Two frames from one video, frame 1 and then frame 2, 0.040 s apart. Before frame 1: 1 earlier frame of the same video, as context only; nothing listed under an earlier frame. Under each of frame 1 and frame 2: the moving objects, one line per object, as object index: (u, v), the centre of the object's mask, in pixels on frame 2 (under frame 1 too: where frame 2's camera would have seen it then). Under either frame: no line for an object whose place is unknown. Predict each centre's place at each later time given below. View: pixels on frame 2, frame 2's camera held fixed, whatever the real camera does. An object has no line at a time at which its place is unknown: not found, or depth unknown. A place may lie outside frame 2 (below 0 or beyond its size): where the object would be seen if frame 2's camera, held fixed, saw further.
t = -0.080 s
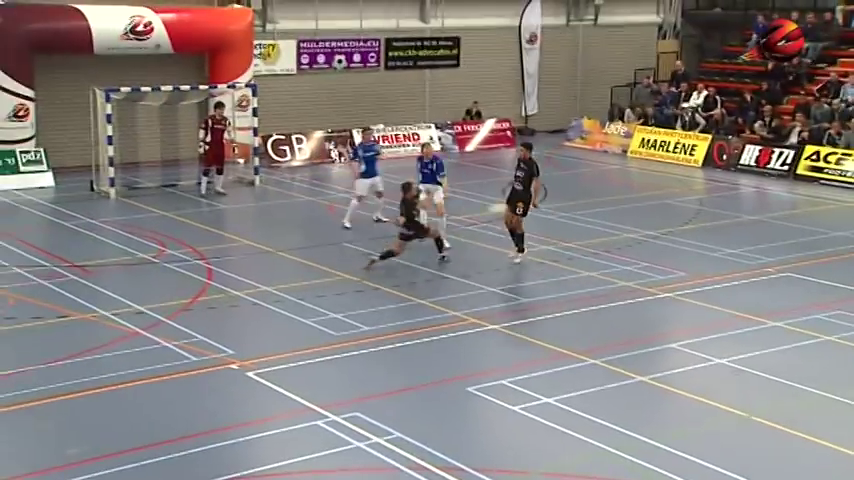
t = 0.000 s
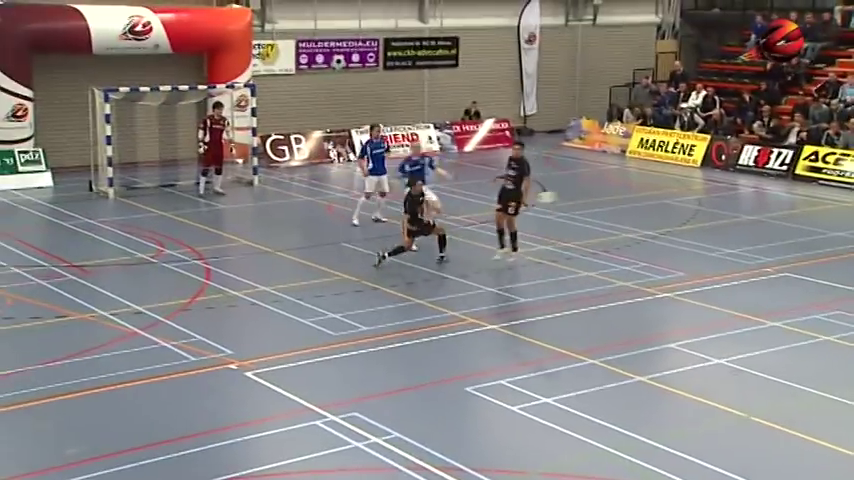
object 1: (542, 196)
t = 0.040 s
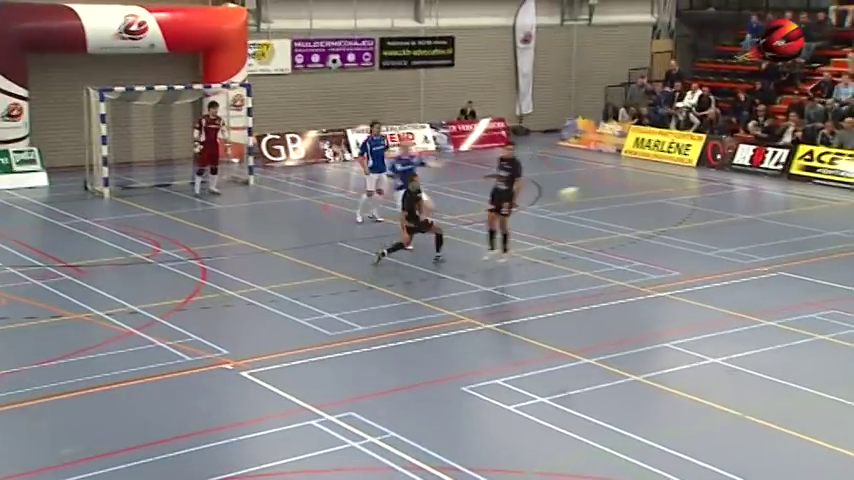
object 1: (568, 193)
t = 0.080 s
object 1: (598, 188)
